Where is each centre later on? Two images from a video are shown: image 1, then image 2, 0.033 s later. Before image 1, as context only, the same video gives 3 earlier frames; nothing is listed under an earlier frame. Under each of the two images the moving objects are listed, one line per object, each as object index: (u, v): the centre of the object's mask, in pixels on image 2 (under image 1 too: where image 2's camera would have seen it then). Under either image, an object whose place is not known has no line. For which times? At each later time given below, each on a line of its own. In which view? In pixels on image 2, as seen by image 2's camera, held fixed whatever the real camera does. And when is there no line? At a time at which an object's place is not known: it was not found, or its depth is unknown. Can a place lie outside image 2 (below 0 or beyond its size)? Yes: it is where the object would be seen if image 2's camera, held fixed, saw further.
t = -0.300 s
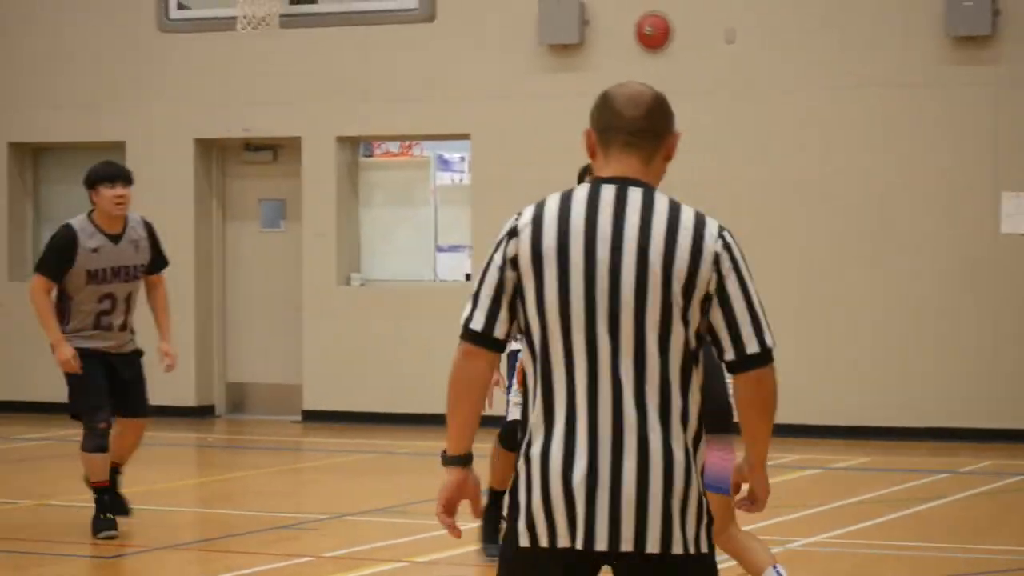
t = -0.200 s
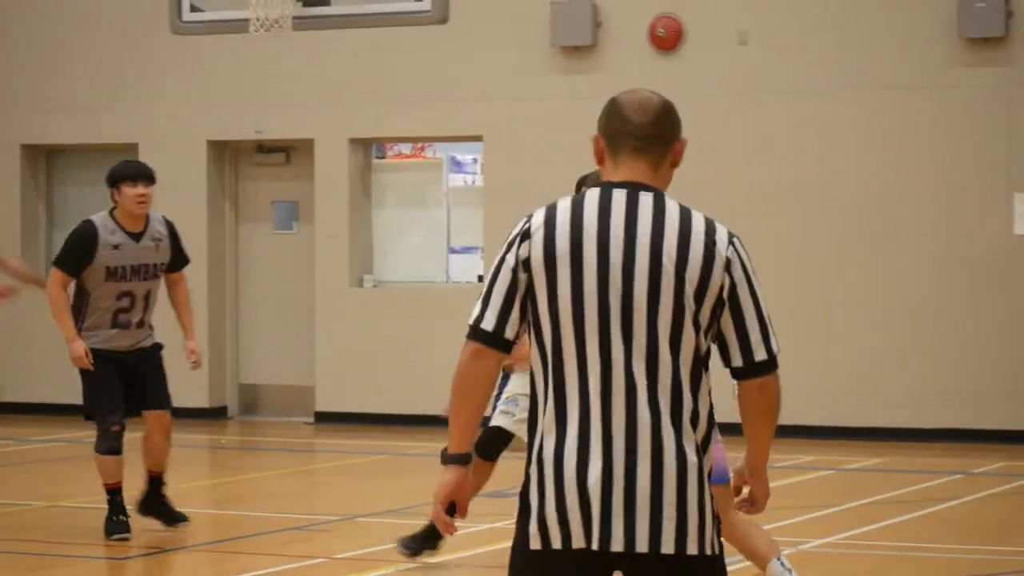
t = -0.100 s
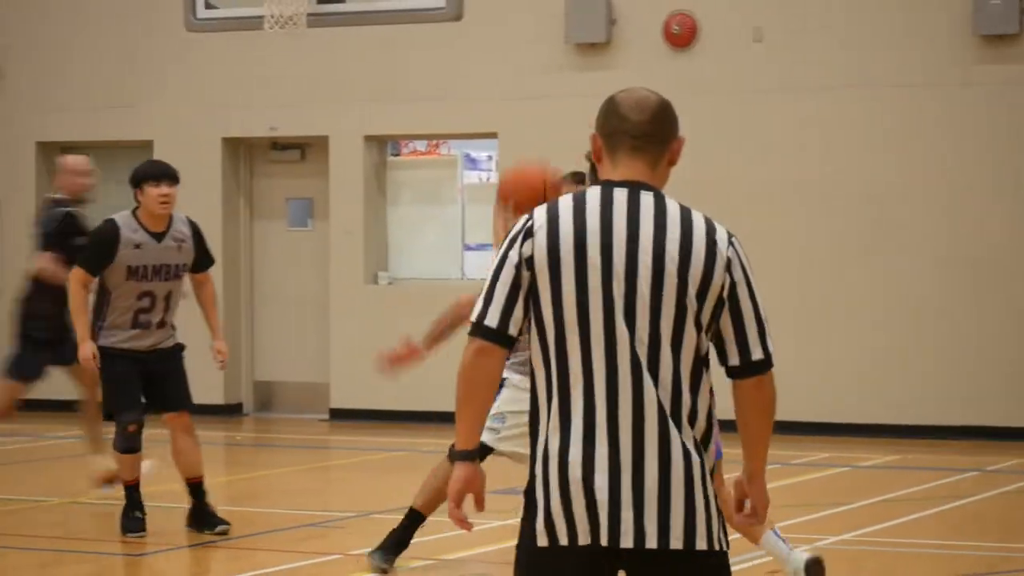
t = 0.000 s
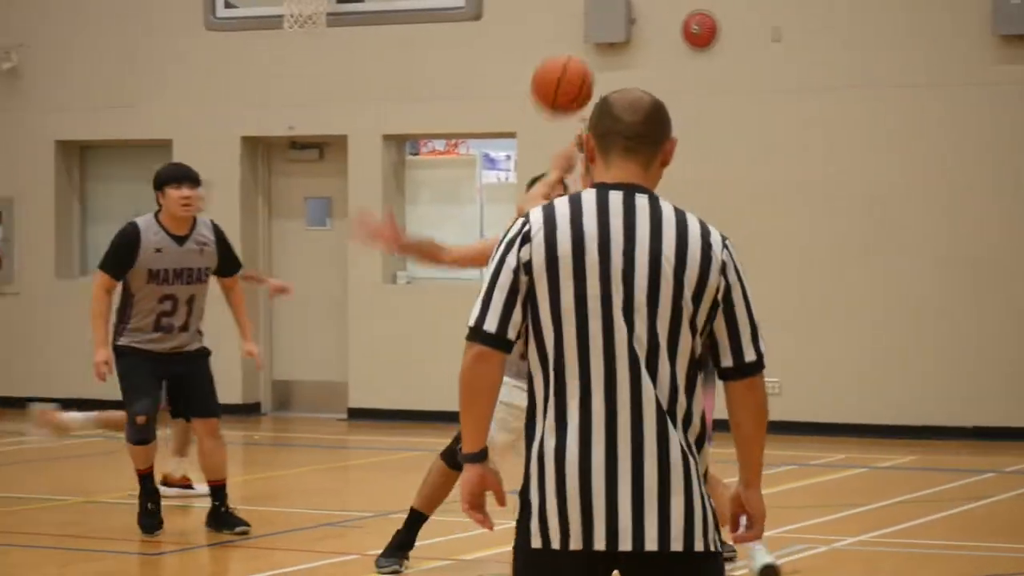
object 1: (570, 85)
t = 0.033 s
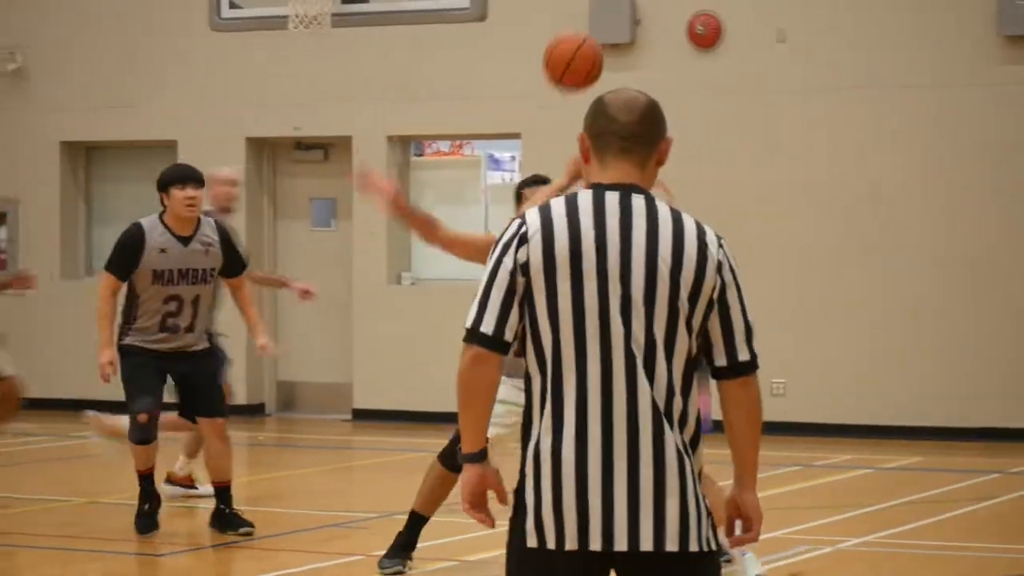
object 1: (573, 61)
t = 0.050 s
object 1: (575, 50)
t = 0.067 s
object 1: (578, 40)
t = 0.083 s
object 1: (579, 31)
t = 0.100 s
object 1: (583, 23)
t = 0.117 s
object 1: (584, 18)
